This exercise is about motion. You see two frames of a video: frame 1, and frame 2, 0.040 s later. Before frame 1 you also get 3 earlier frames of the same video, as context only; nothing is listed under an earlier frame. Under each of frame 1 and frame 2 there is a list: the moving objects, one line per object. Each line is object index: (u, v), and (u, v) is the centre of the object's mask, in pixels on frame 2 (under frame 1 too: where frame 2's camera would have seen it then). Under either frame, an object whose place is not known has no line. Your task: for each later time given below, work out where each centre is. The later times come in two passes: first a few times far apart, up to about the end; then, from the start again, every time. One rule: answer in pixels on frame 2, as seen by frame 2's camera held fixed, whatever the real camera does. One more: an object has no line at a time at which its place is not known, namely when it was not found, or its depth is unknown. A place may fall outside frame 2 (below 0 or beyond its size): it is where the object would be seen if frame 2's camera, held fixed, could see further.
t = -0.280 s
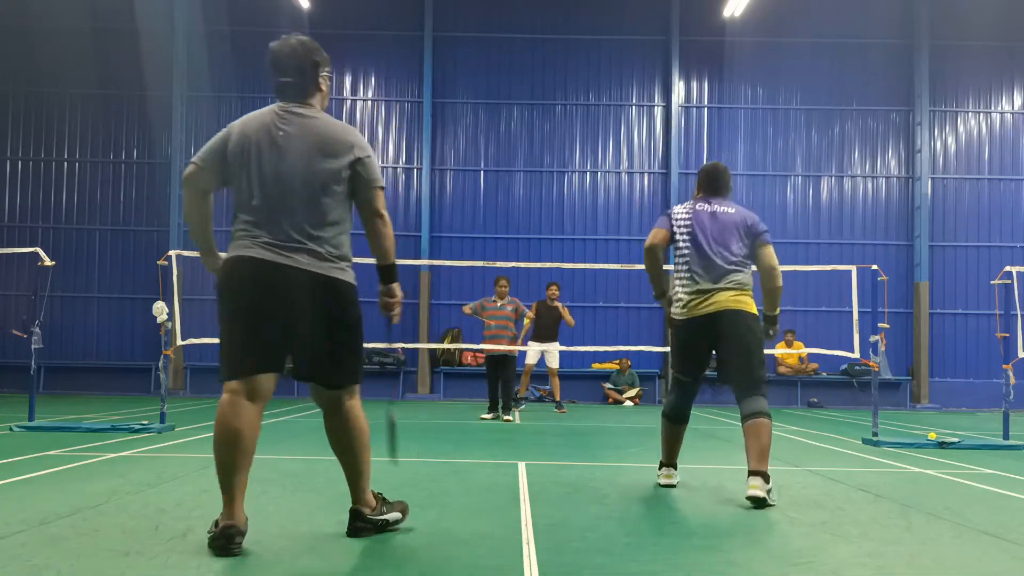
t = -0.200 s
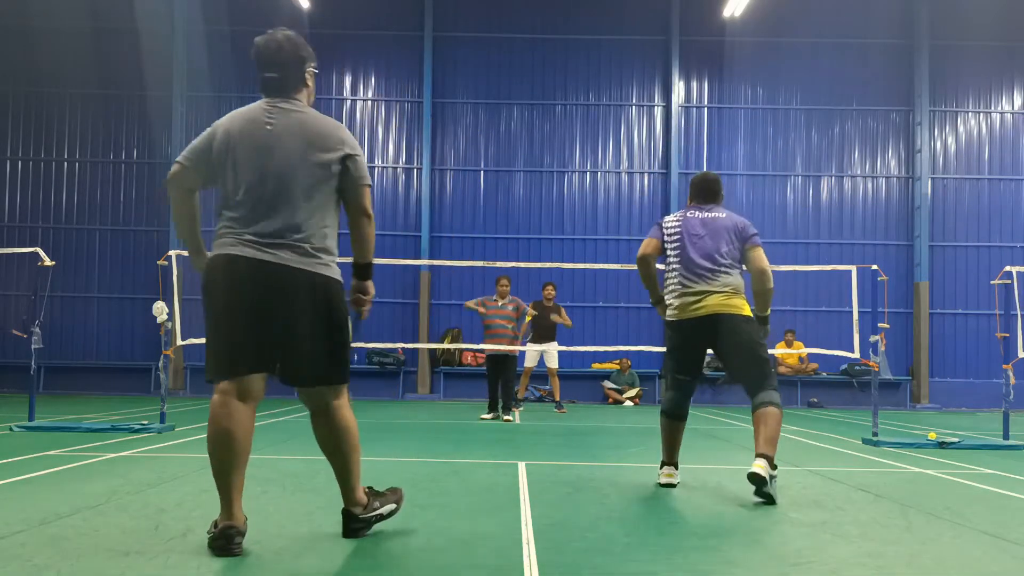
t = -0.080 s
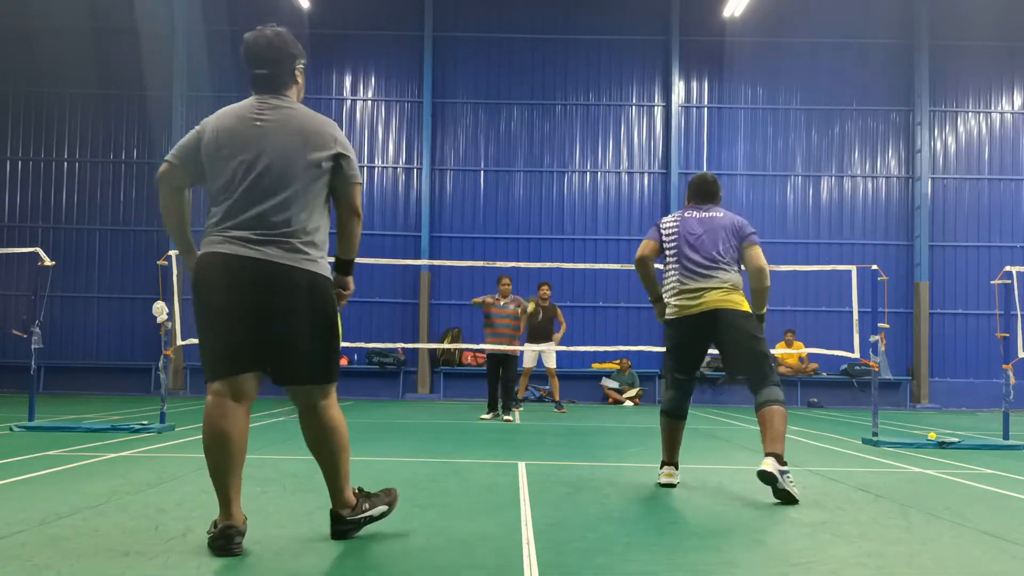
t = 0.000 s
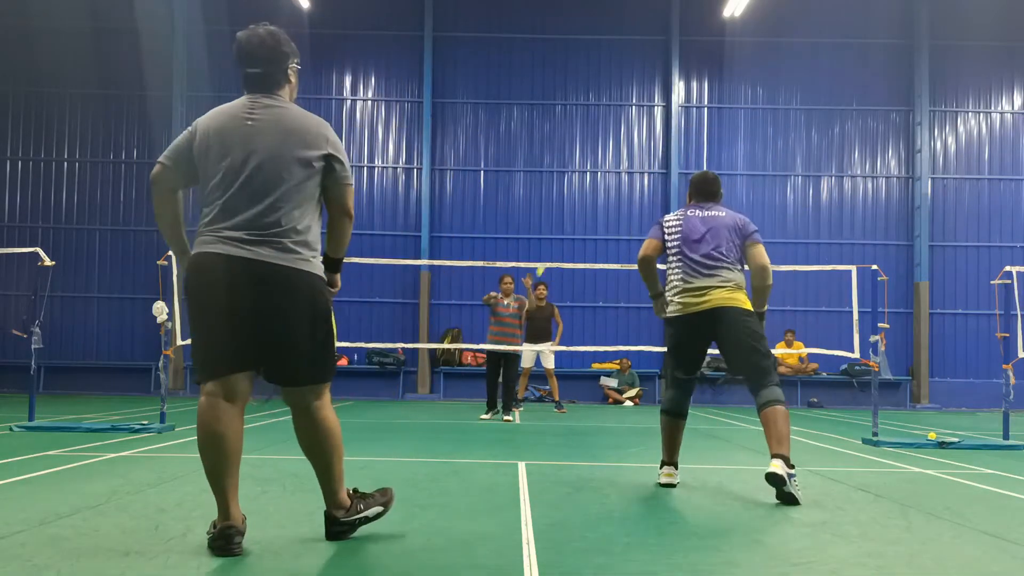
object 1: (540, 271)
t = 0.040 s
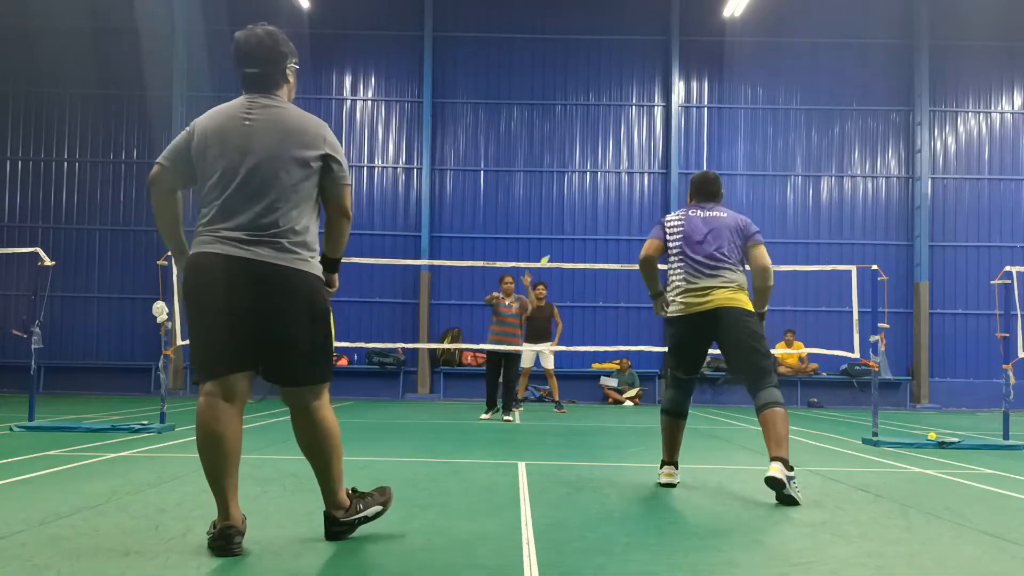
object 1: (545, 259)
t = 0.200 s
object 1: (563, 228)
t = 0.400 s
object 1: (580, 226)
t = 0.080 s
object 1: (551, 251)
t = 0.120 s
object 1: (557, 242)
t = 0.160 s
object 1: (560, 235)
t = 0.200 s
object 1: (563, 228)
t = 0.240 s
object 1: (566, 226)
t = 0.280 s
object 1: (568, 224)
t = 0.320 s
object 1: (572, 224)
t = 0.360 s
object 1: (576, 224)
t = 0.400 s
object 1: (580, 226)
